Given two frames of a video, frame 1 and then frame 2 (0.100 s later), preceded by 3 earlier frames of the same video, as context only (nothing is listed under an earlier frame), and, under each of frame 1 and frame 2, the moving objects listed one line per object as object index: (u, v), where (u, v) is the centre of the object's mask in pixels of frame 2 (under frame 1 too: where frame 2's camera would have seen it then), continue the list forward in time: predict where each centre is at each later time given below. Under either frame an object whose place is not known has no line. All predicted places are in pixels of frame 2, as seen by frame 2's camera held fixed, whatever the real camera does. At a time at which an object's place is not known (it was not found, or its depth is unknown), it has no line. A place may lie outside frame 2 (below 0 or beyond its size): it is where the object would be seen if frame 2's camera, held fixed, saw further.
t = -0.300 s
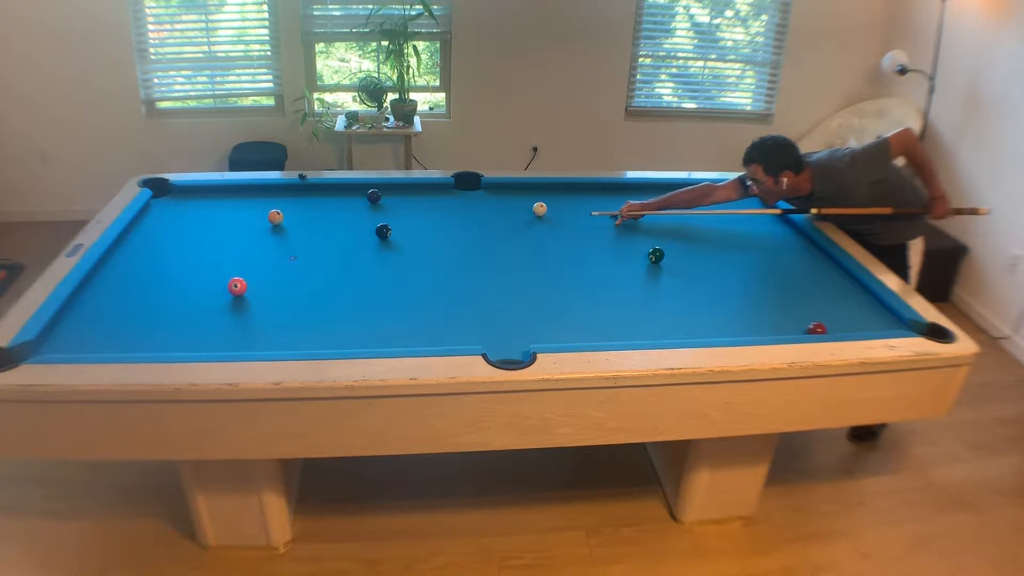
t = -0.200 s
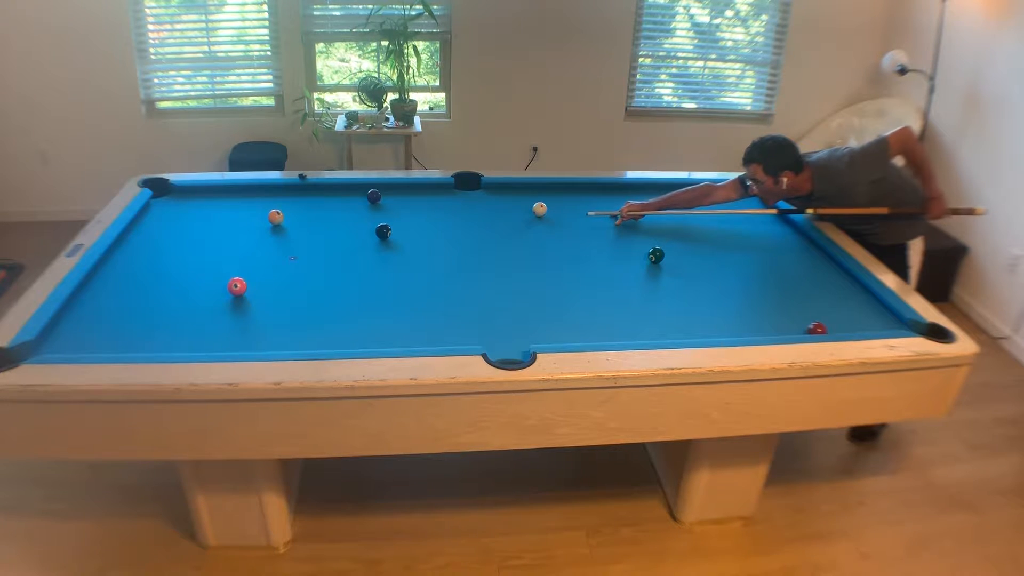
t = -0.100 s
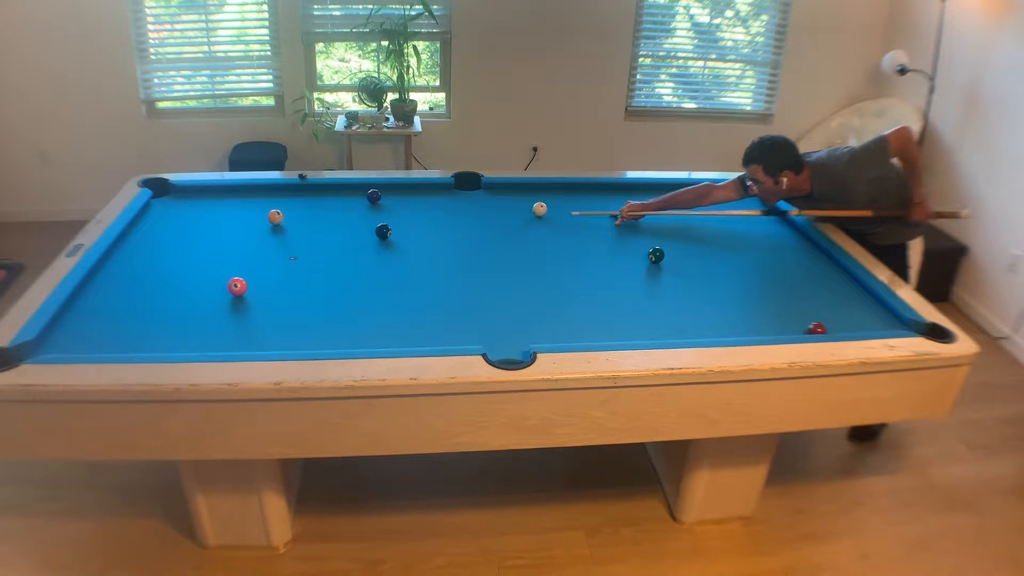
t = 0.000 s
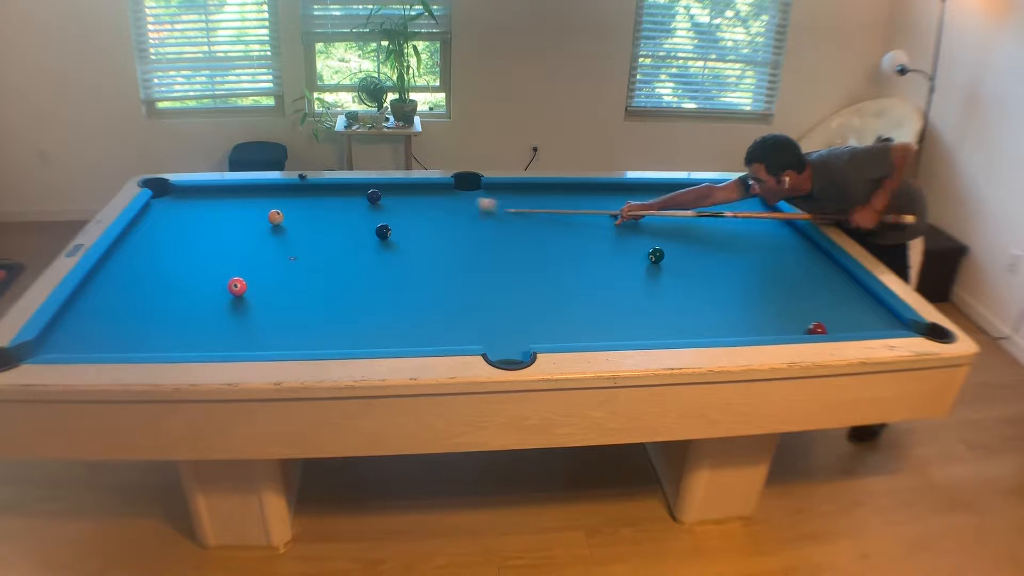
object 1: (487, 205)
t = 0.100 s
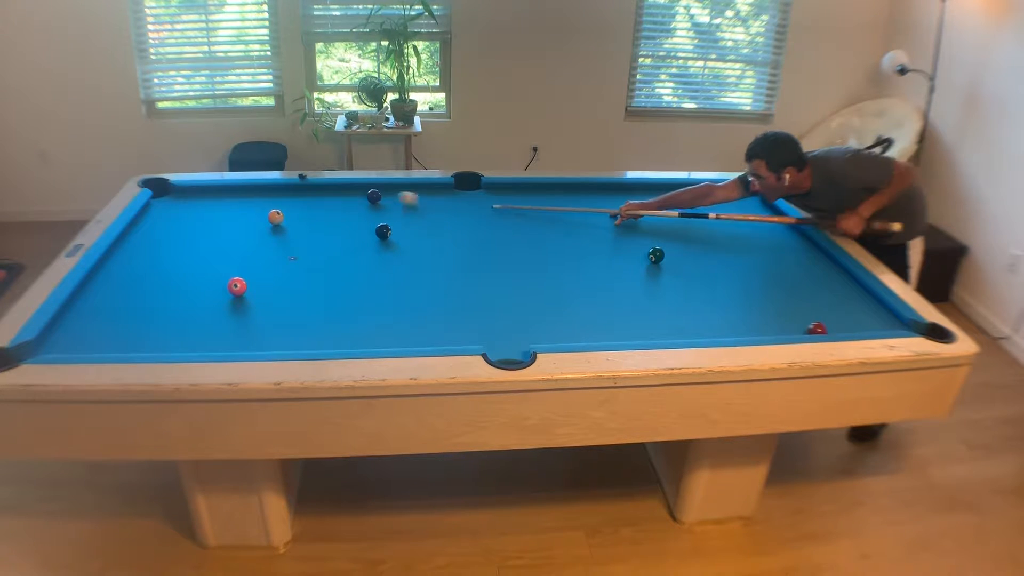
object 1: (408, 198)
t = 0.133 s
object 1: (388, 197)
